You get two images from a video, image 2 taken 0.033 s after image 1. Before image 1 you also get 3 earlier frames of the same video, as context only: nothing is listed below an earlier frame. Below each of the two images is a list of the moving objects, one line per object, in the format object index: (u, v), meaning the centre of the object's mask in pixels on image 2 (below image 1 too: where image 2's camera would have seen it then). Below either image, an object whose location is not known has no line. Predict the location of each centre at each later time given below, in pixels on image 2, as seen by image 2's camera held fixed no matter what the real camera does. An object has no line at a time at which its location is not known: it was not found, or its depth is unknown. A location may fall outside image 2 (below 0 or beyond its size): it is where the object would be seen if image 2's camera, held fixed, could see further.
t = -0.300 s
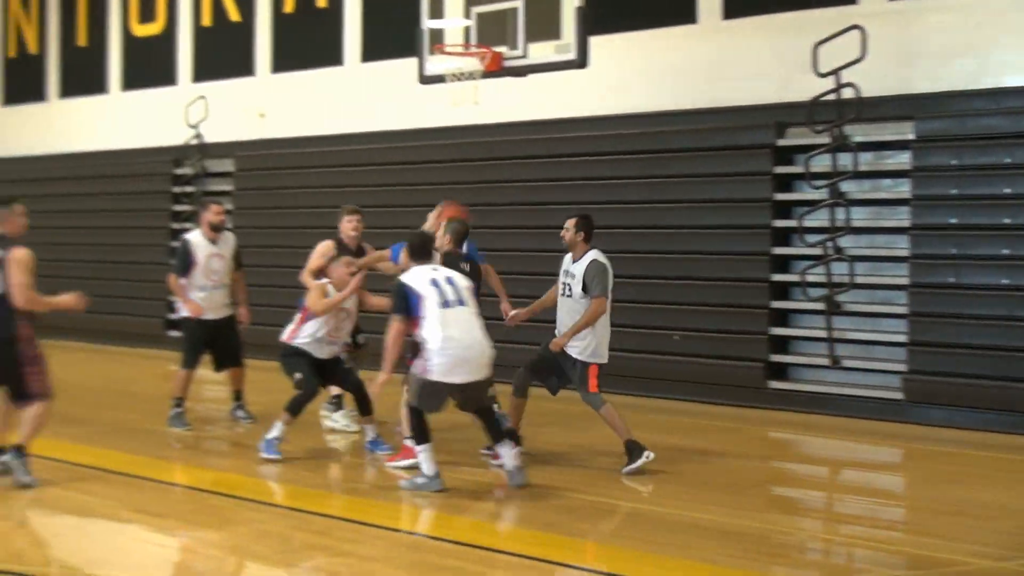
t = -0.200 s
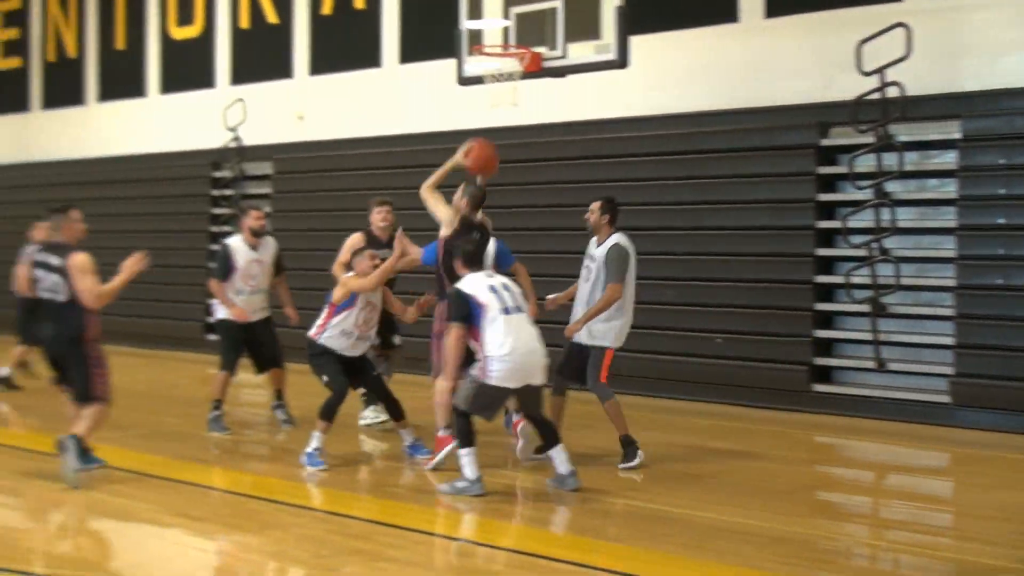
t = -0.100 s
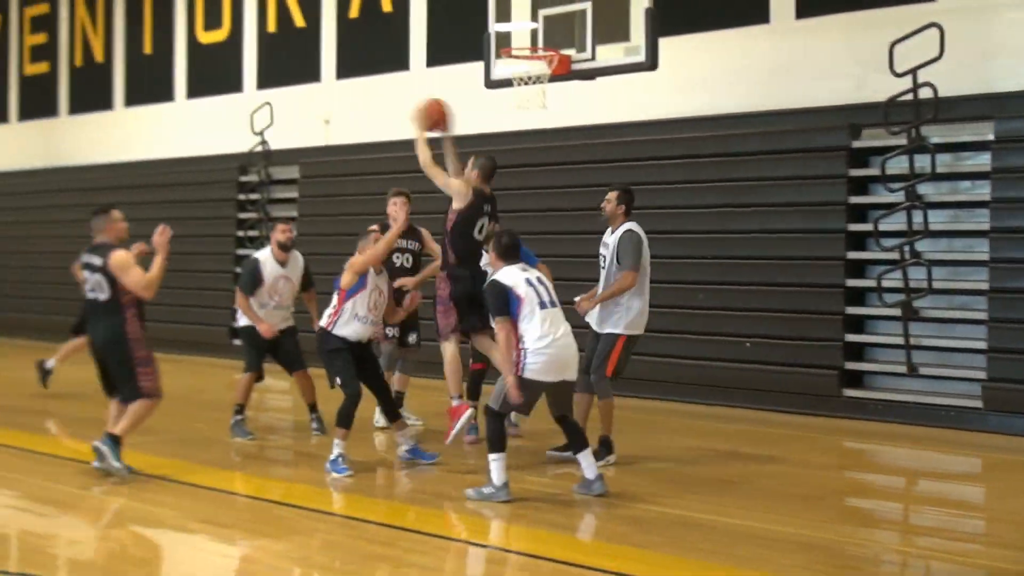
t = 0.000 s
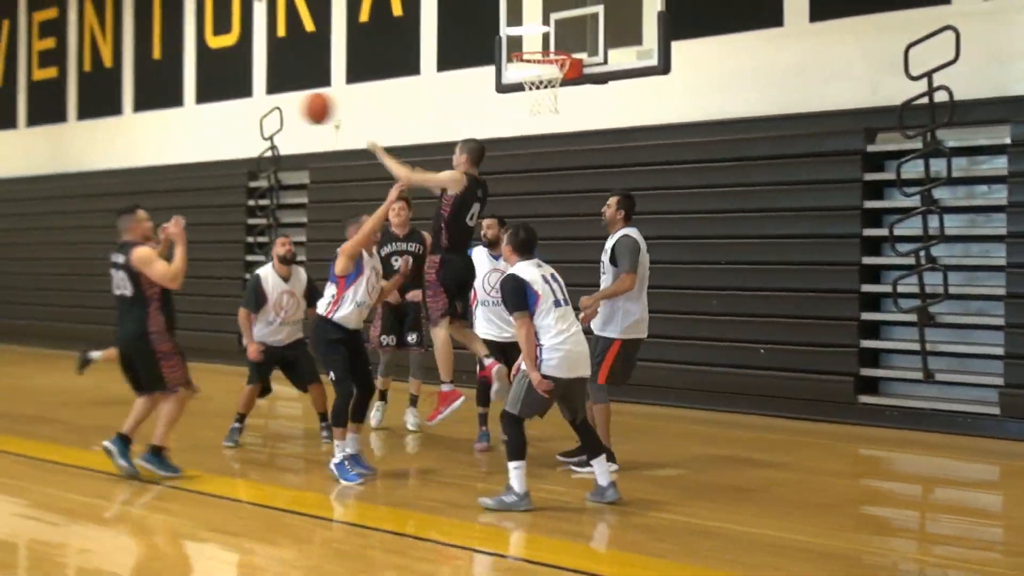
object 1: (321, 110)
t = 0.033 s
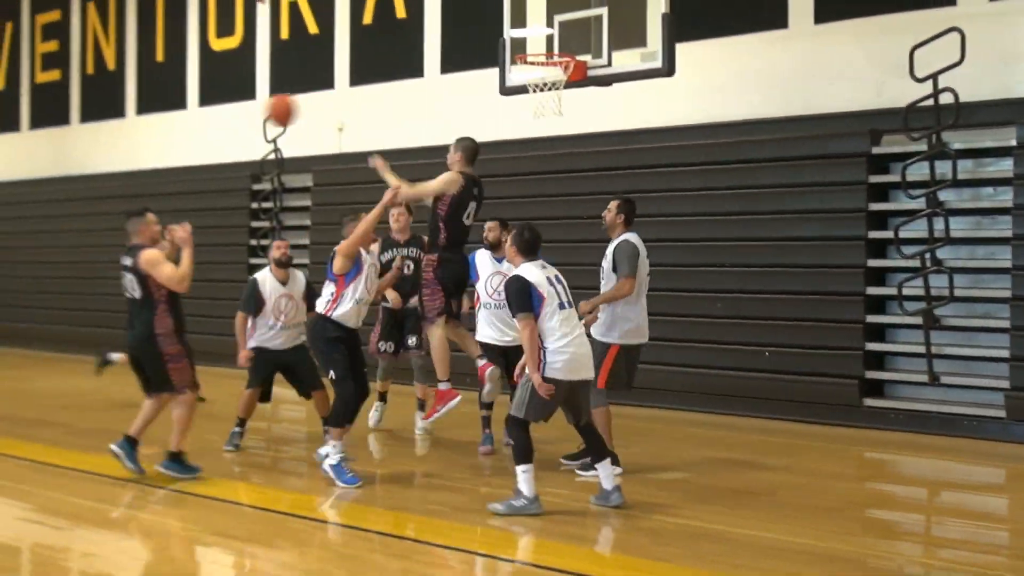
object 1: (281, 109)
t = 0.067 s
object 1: (242, 110)
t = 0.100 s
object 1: (206, 113)
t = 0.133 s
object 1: (169, 118)
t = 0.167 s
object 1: (134, 124)
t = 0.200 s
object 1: (100, 133)
